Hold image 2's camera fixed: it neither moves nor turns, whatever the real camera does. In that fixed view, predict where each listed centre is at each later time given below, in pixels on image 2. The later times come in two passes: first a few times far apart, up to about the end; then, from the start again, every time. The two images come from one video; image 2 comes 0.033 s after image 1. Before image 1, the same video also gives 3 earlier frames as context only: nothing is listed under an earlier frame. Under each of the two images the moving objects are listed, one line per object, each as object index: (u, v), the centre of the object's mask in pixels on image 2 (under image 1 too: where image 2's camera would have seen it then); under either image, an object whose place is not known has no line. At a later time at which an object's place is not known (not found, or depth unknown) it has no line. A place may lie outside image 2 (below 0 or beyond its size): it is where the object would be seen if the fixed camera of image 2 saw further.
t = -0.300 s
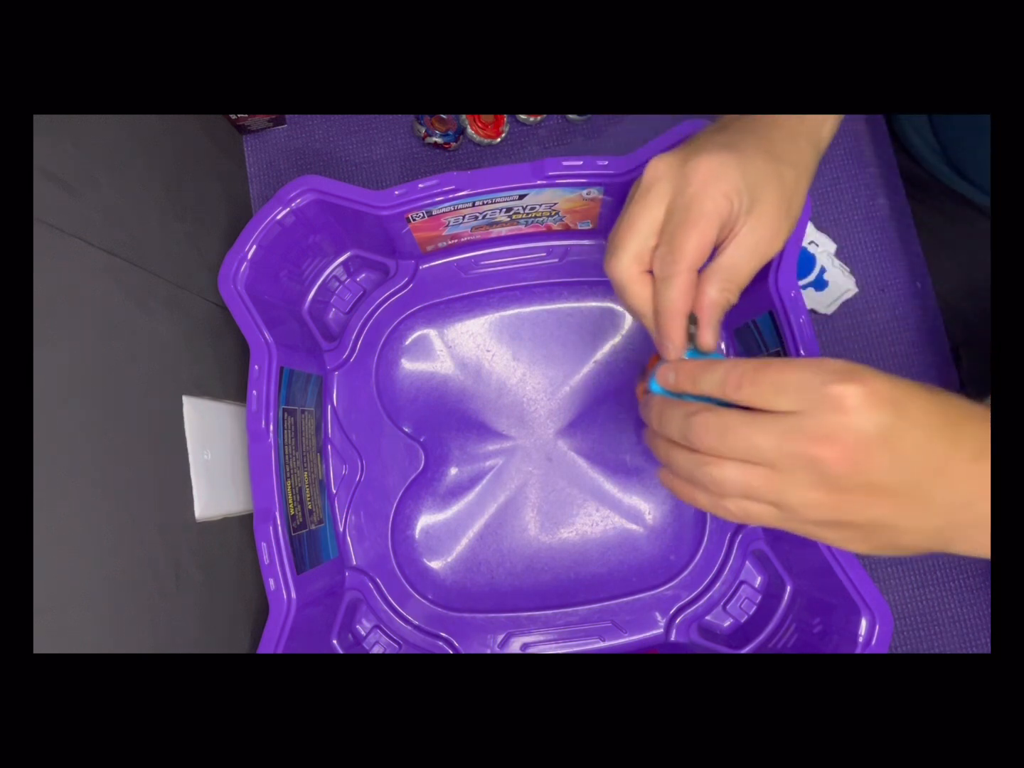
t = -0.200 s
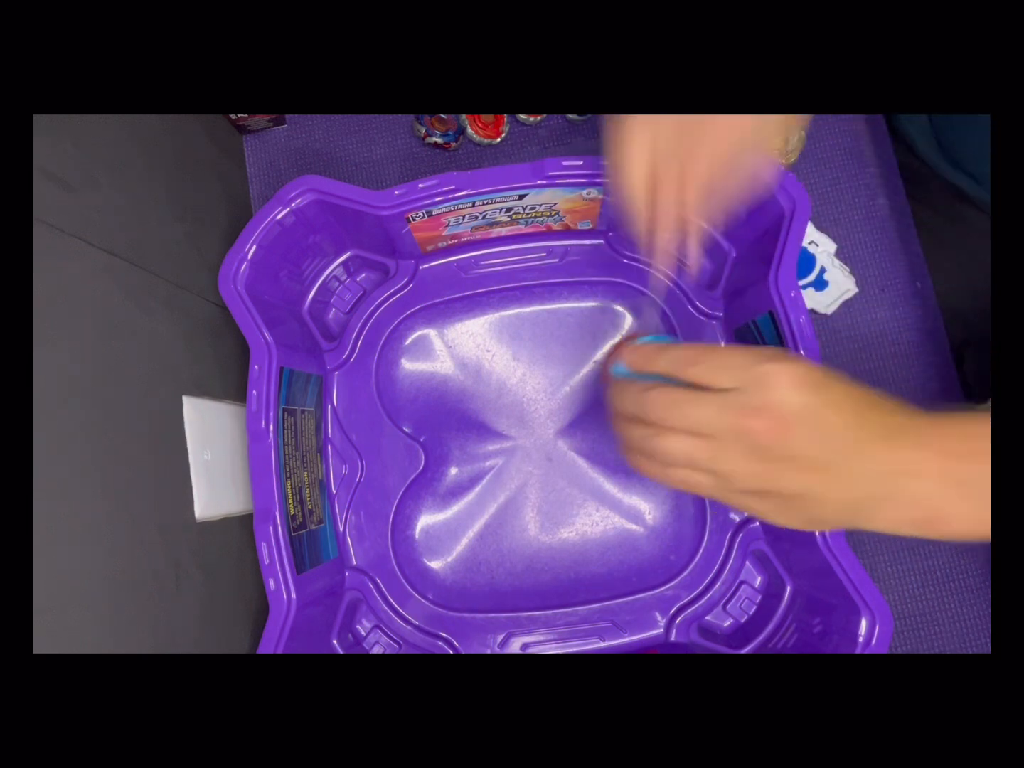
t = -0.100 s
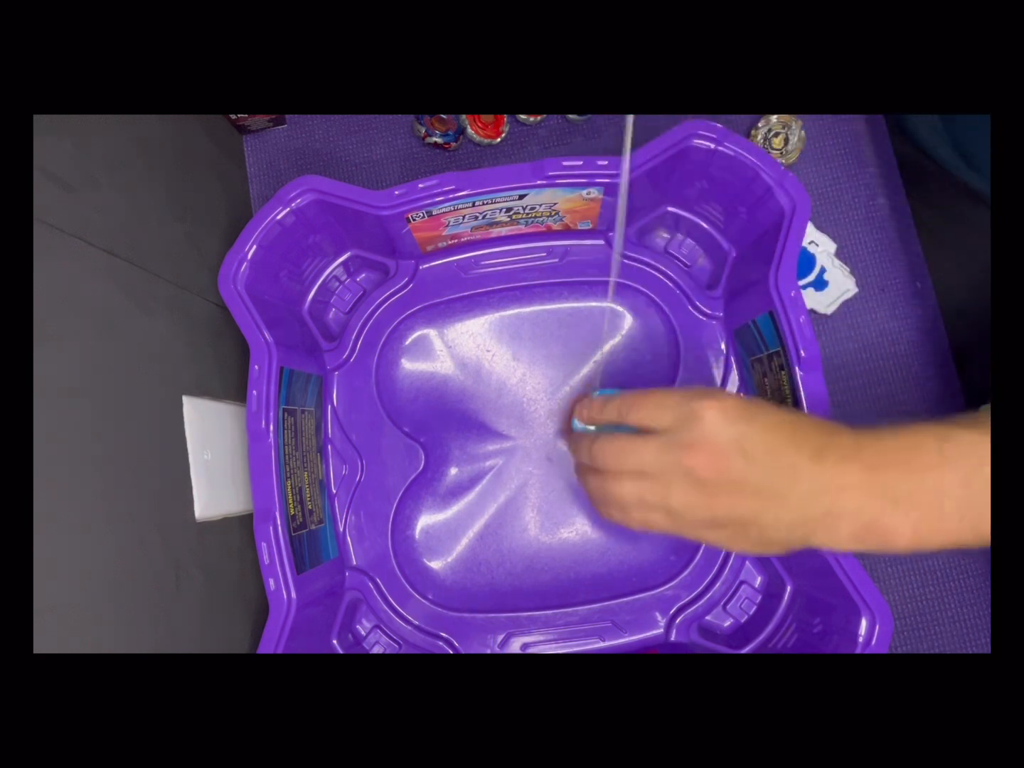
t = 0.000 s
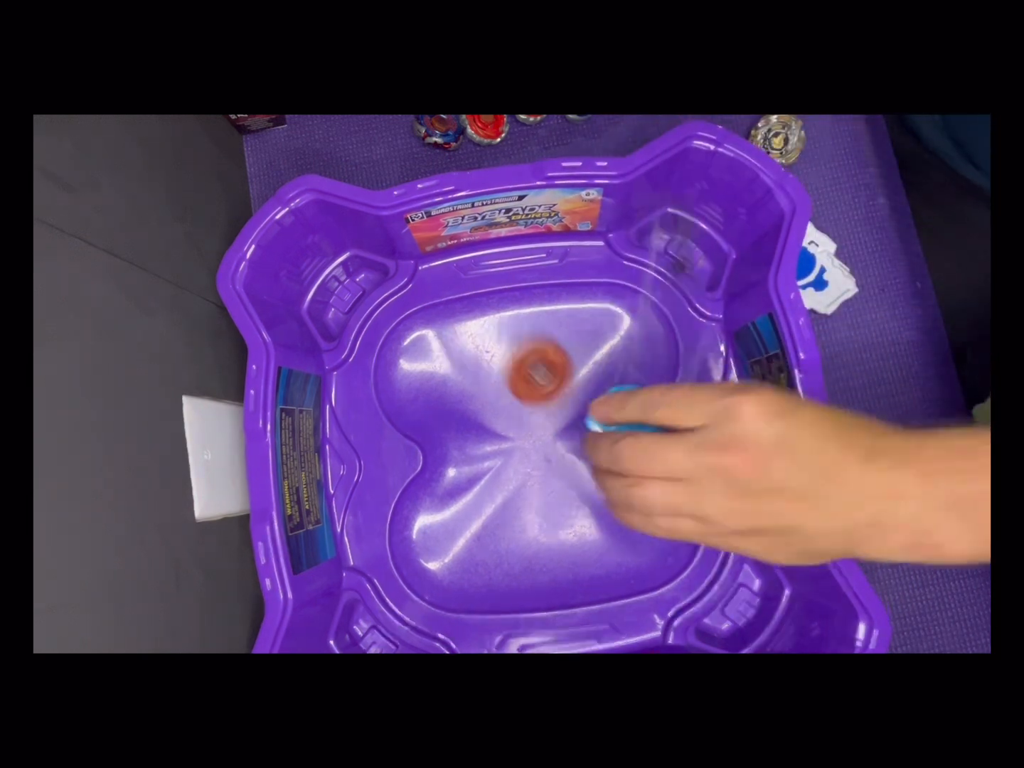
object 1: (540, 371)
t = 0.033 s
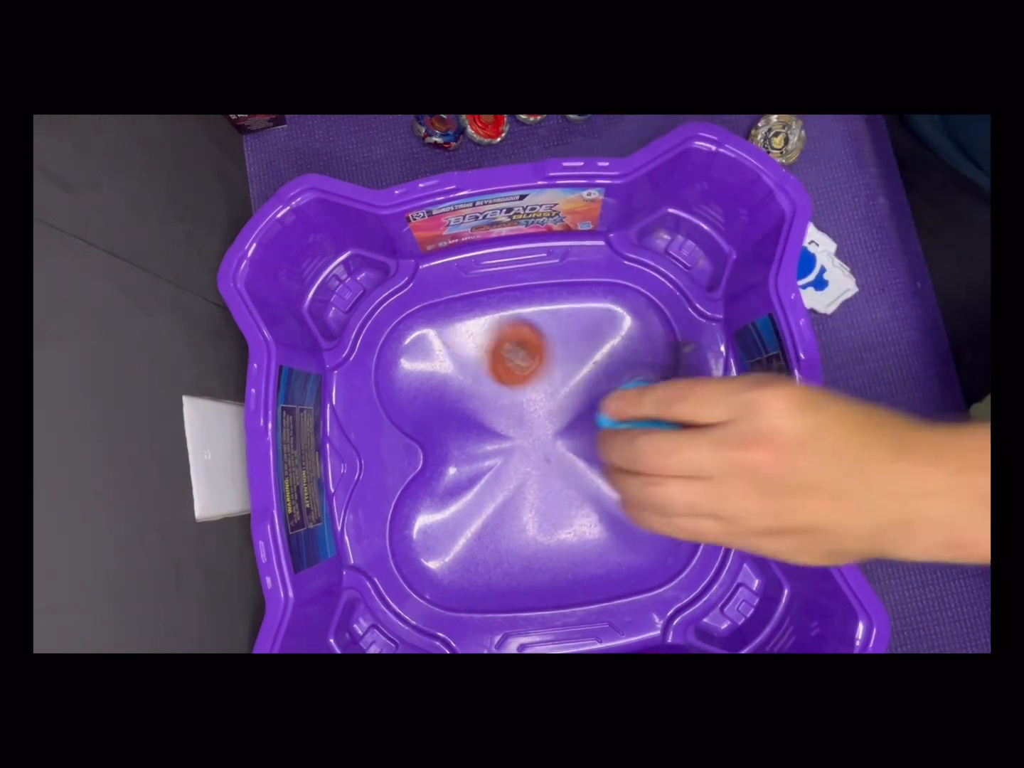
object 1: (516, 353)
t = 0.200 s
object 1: (378, 351)
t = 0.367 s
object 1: (379, 446)
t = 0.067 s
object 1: (488, 339)
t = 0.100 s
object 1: (459, 329)
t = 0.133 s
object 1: (427, 325)
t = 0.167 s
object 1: (396, 331)
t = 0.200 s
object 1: (378, 351)
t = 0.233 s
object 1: (368, 380)
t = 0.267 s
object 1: (359, 408)
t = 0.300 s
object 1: (349, 433)
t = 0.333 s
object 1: (362, 442)
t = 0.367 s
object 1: (379, 446)
